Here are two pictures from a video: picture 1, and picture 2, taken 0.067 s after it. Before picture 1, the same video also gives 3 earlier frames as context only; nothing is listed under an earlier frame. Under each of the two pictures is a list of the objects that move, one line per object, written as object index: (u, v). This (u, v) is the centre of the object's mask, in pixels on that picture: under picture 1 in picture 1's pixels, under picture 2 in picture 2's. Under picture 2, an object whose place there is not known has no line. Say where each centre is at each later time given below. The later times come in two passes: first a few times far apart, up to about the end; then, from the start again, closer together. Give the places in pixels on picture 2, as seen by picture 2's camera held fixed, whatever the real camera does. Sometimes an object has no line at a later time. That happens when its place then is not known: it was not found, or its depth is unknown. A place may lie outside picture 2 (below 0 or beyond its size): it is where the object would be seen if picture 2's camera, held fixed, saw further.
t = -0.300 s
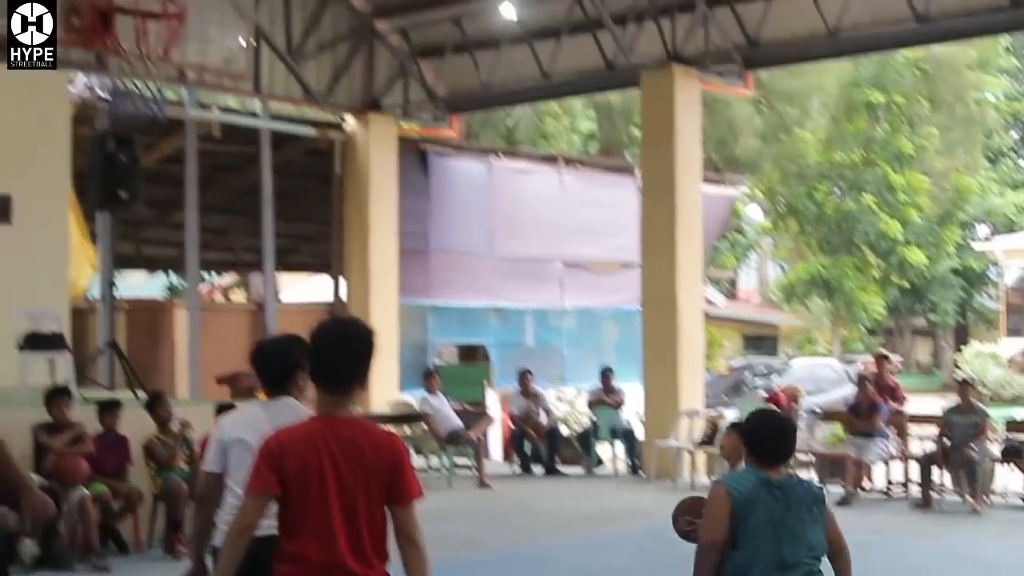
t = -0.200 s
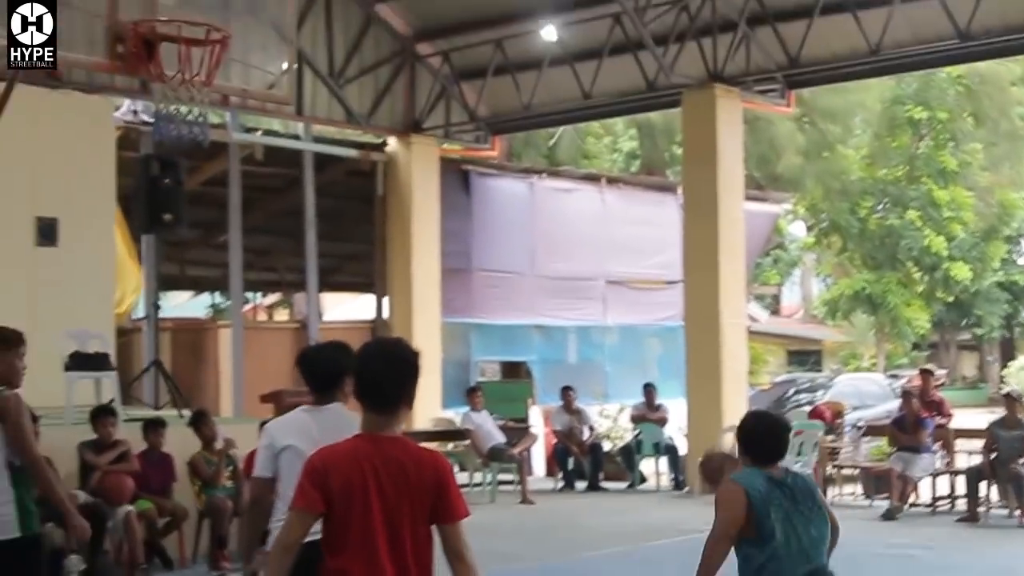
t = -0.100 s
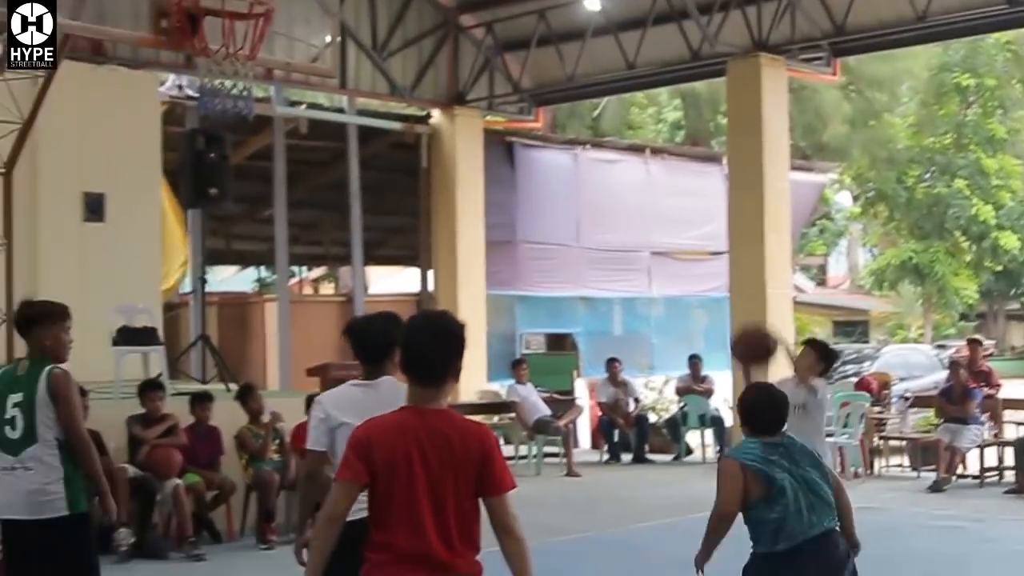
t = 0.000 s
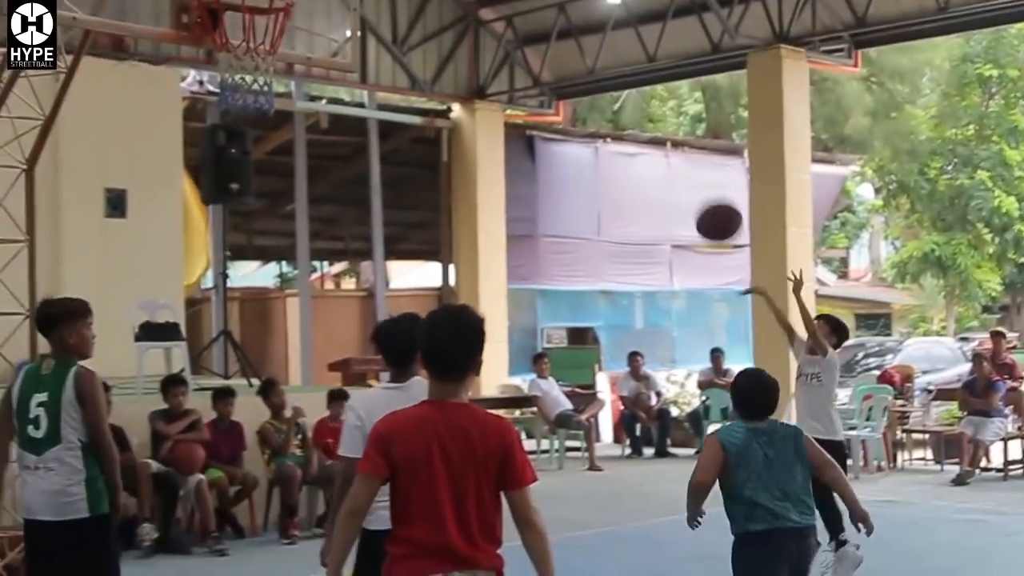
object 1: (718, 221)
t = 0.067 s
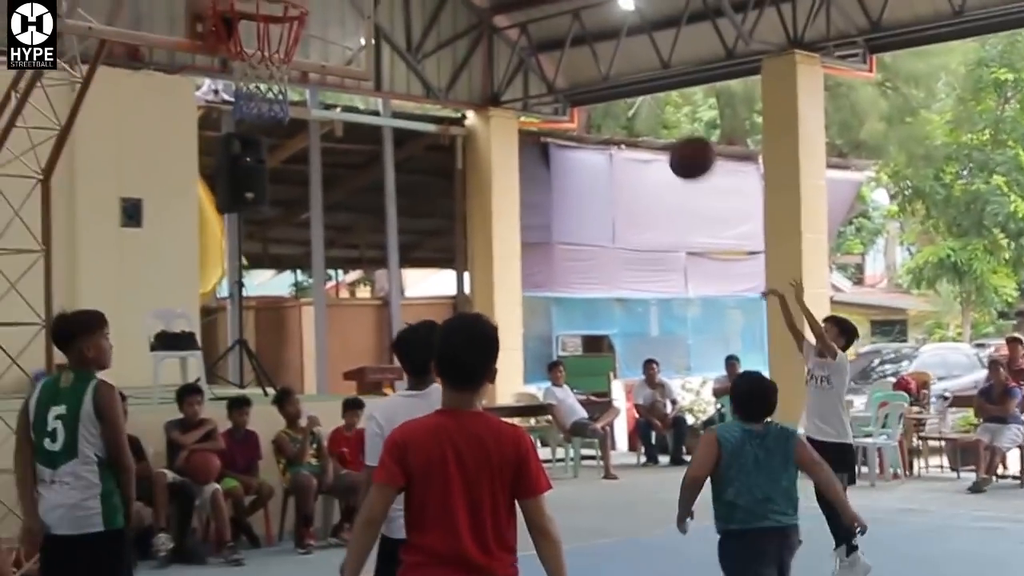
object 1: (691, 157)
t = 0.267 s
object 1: (567, -4)
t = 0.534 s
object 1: (394, -106)
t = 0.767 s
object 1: (319, -99)
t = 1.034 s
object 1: (264, 1)
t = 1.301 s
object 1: (241, 69)
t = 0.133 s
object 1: (648, 93)
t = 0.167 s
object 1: (627, 66)
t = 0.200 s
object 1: (606, 40)
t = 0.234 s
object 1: (585, 17)
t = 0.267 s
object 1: (567, -4)
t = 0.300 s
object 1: (544, -24)
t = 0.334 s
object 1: (523, -43)
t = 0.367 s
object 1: (502, -58)
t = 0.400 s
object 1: (480, -73)
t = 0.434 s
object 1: (460, -84)
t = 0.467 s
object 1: (438, -92)
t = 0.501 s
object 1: (415, -102)
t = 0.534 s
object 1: (394, -106)
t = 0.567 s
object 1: (372, -109)
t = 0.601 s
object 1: (352, -112)
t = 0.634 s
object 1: (335, -112)
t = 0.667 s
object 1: (329, -112)
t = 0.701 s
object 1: (325, -110)
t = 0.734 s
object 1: (323, -106)
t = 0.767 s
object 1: (319, -99)
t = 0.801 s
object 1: (313, -89)
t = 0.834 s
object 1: (310, -77)
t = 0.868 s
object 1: (306, -63)
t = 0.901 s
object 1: (302, -46)
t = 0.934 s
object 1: (297, -25)
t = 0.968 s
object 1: (291, -11)
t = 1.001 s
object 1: (279, -10)
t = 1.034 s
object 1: (264, 1)
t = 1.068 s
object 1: (246, 12)
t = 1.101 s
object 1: (239, 20)
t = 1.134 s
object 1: (237, 25)
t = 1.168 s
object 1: (235, 31)
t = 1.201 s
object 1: (235, 43)
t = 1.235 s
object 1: (234, 49)
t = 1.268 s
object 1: (238, 59)
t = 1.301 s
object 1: (241, 69)
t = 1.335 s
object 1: (243, 76)
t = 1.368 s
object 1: (247, 84)
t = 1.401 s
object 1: (253, 93)
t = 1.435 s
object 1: (258, 112)
